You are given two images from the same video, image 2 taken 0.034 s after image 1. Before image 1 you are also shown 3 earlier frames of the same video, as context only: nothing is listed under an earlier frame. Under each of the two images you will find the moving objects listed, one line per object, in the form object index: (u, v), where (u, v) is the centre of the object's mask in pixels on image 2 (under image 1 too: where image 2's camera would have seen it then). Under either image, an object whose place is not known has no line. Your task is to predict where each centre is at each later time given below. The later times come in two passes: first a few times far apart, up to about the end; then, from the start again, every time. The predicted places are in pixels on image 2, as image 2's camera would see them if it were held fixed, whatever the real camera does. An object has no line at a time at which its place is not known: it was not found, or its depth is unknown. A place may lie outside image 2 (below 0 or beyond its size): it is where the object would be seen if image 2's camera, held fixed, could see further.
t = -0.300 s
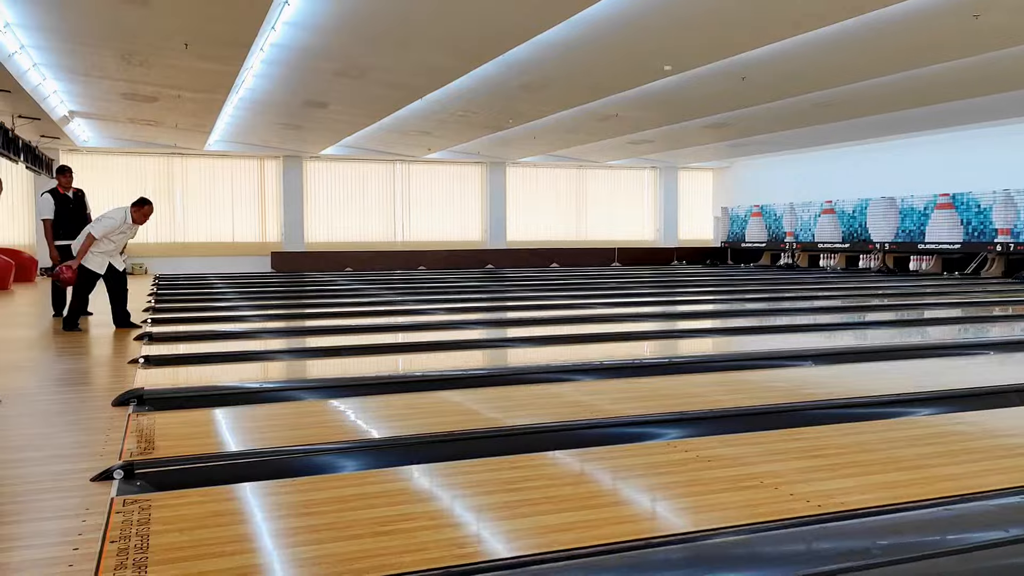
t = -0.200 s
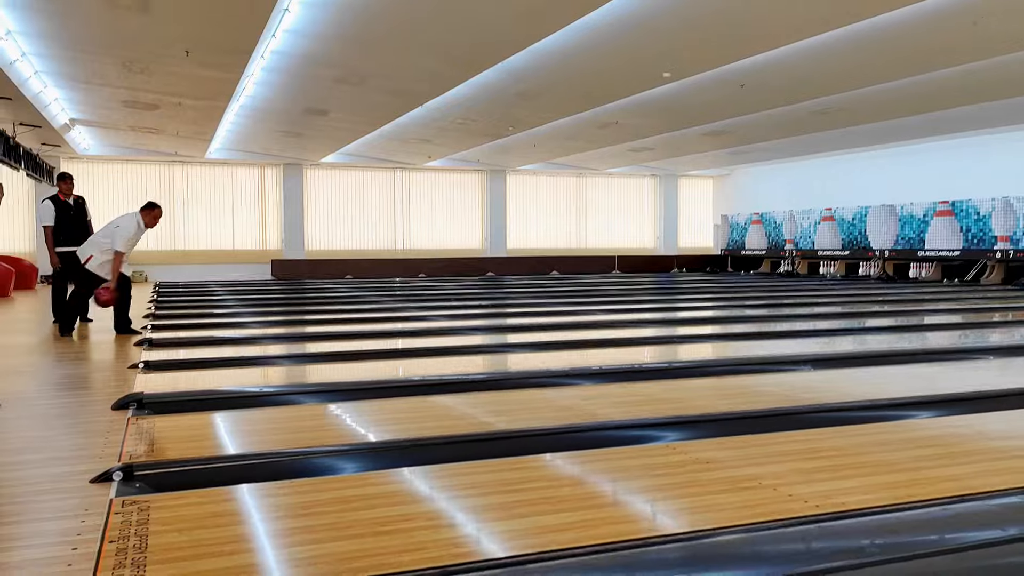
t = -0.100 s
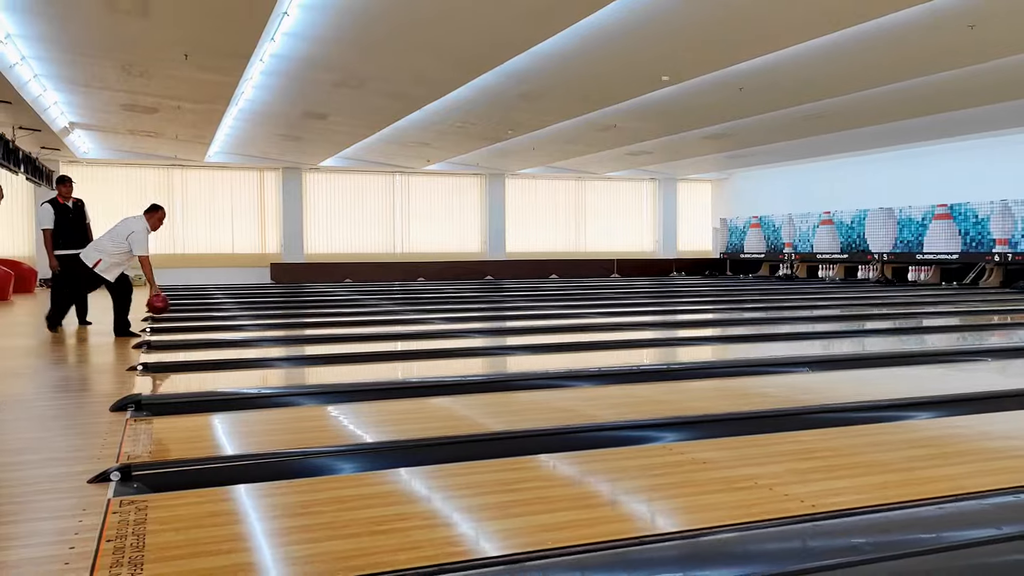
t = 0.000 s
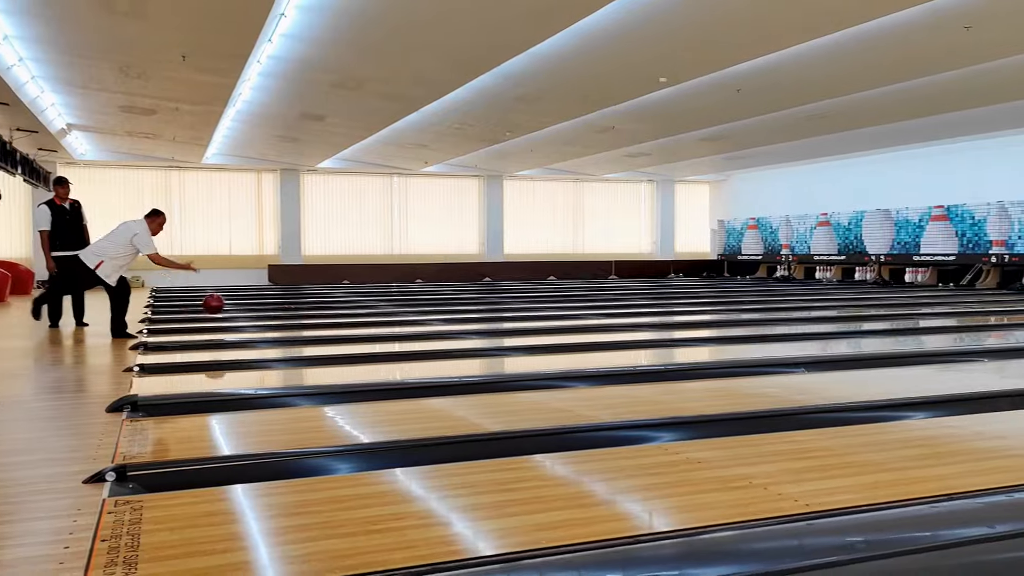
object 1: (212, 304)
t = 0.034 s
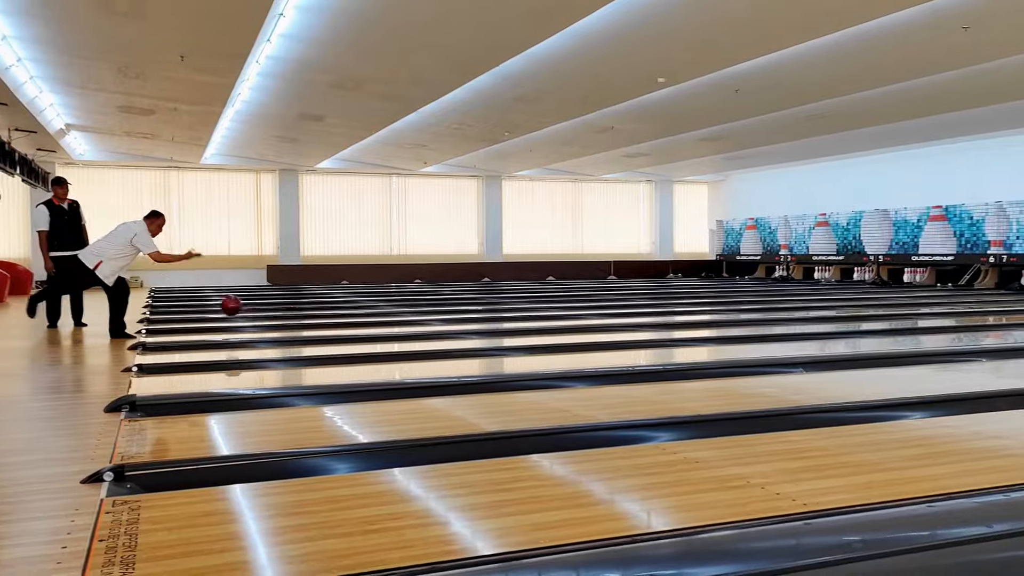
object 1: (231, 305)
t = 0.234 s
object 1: (338, 319)
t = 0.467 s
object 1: (450, 317)
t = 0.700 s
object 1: (550, 314)
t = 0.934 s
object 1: (640, 311)
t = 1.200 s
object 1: (734, 307)
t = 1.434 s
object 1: (809, 305)
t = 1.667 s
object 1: (879, 303)
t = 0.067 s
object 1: (249, 307)
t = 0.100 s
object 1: (268, 310)
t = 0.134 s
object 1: (286, 315)
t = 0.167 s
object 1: (304, 320)
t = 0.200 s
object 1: (321, 321)
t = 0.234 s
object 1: (338, 319)
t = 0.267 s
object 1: (355, 319)
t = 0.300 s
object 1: (372, 319)
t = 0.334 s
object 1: (388, 320)
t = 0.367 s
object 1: (404, 319)
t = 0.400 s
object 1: (420, 318)
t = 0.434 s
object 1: (435, 318)
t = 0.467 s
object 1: (450, 317)
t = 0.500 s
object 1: (465, 317)
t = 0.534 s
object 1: (480, 316)
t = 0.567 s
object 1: (494, 316)
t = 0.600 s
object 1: (508, 315)
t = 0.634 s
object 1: (523, 315)
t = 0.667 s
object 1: (536, 314)
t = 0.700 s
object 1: (550, 314)
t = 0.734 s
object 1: (564, 313)
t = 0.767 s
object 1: (577, 313)
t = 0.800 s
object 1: (590, 312)
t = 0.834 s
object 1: (603, 312)
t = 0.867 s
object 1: (616, 311)
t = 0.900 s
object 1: (628, 311)
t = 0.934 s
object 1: (640, 311)
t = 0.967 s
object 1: (652, 310)
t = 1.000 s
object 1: (665, 310)
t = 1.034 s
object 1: (677, 310)
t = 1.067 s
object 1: (688, 309)
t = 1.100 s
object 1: (700, 309)
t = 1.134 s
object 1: (711, 308)
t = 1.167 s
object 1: (723, 308)
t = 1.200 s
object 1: (734, 307)
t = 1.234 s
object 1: (745, 307)
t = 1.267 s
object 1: (756, 307)
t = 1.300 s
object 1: (767, 307)
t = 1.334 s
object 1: (778, 306)
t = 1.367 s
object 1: (788, 306)
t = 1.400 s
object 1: (799, 306)
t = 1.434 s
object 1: (809, 305)
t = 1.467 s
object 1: (819, 305)
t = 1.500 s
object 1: (830, 305)
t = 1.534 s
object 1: (840, 304)
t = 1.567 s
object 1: (849, 304)
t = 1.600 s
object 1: (859, 304)
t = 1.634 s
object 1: (869, 303)
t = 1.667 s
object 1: (879, 303)
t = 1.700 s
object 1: (888, 303)
